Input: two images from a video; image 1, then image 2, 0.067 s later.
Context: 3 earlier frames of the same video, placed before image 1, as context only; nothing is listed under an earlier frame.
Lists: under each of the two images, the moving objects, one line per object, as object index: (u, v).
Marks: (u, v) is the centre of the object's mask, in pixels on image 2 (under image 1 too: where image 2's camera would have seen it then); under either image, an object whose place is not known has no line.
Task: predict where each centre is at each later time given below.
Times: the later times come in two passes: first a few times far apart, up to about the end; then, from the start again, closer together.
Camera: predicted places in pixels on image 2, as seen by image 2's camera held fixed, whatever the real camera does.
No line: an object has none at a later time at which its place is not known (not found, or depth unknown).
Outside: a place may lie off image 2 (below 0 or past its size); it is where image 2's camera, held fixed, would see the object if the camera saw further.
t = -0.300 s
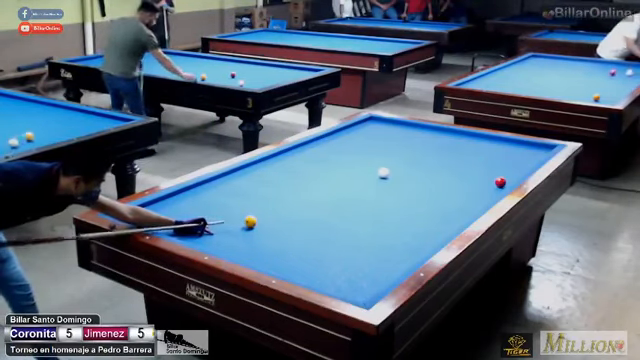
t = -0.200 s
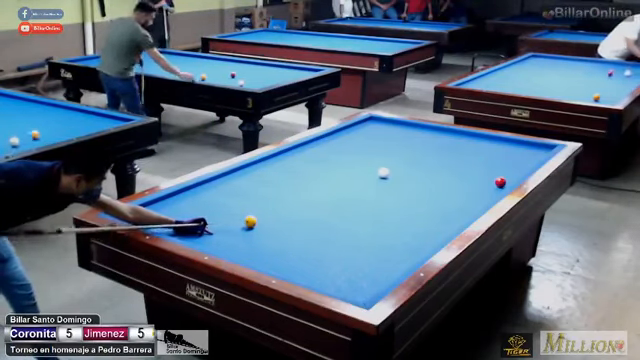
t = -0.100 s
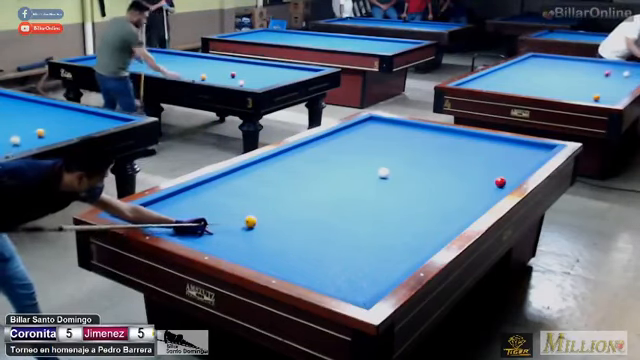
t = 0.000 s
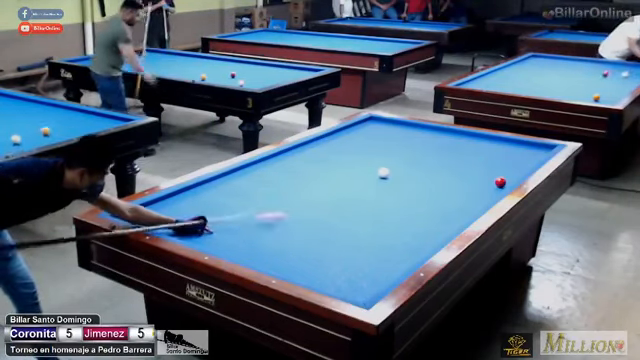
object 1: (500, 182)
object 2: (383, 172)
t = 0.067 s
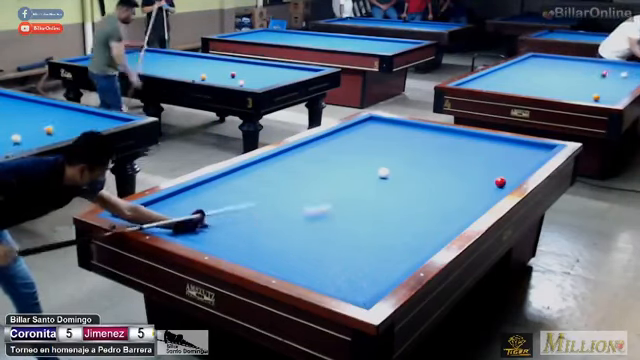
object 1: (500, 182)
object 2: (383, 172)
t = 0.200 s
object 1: (500, 182)
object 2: (383, 172)
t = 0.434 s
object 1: (506, 177)
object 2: (383, 172)
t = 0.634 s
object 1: (525, 157)
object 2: (383, 172)
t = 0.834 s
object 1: (537, 146)
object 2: (383, 172)
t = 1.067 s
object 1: (524, 155)
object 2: (383, 172)
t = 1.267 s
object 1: (513, 163)
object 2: (383, 172)
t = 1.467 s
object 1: (502, 171)
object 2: (383, 172)
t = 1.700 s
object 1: (487, 181)
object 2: (383, 172)
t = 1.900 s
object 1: (474, 191)
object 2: (383, 172)
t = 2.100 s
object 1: (459, 201)
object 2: (383, 172)
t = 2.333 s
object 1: (441, 213)
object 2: (383, 172)
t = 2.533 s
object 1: (425, 225)
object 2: (383, 172)
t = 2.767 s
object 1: (403, 240)
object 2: (384, 173)
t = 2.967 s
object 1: (383, 254)
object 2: (386, 175)
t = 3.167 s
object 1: (362, 269)
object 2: (395, 181)
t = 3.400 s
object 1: (334, 286)
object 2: (404, 187)
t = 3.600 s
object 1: (344, 281)
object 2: (411, 193)
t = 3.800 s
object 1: (356, 271)
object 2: (421, 200)
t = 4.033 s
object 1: (369, 261)
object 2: (431, 208)
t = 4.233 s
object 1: (380, 253)
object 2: (441, 215)
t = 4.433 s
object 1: (389, 246)
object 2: (450, 221)
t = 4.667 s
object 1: (400, 238)
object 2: (443, 224)
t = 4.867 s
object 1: (408, 231)
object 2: (433, 225)
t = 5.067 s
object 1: (411, 227)
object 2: (427, 225)
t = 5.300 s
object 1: (402, 221)
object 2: (434, 225)
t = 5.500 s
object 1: (394, 218)
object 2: (438, 224)
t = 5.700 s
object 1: (387, 214)
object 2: (442, 223)
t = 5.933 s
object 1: (380, 210)
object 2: (447, 222)
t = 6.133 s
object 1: (373, 207)
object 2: (449, 222)
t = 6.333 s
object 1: (368, 204)
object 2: (451, 222)
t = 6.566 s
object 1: (361, 201)
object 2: (455, 220)
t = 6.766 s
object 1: (357, 198)
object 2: (456, 220)
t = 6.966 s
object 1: (352, 196)
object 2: (457, 219)
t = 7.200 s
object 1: (348, 193)
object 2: (457, 219)
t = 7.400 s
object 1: (344, 192)
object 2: (457, 219)
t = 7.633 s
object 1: (340, 189)
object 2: (457, 219)
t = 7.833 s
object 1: (336, 187)
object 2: (457, 219)
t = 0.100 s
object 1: (500, 182)
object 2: (383, 172)
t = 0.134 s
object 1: (500, 182)
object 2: (383, 172)
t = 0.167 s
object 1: (500, 182)
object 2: (383, 172)
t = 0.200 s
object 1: (500, 182)
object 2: (383, 172)
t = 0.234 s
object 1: (500, 182)
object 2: (383, 172)
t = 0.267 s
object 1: (500, 182)
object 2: (383, 172)
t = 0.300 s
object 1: (500, 182)
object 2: (383, 172)
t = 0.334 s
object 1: (500, 182)
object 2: (383, 172)
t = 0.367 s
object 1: (500, 182)
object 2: (383, 172)
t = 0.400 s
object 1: (504, 178)
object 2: (383, 172)
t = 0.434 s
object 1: (506, 177)
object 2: (383, 172)
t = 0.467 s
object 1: (509, 173)
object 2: (383, 172)
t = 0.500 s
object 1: (513, 169)
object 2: (383, 172)
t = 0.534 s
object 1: (517, 166)
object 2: (383, 172)
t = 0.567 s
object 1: (520, 163)
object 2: (383, 172)
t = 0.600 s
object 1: (523, 160)
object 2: (383, 172)
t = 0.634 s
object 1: (525, 157)
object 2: (383, 172)
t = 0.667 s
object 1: (528, 155)
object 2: (383, 172)
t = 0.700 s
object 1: (531, 152)
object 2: (383, 172)
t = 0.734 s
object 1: (533, 149)
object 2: (383, 172)
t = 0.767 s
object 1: (535, 147)
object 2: (383, 172)
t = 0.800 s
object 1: (537, 146)
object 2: (383, 172)
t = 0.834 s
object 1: (537, 146)
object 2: (383, 172)
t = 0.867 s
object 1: (536, 146)
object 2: (383, 172)
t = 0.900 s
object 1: (534, 147)
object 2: (383, 172)
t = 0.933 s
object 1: (532, 149)
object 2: (383, 172)
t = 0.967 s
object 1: (530, 151)
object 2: (383, 172)
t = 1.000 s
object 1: (527, 153)
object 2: (383, 172)
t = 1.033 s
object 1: (526, 154)
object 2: (383, 172)
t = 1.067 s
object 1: (524, 155)
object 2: (383, 172)
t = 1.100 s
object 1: (522, 157)
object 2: (383, 172)
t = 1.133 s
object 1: (520, 158)
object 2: (383, 172)
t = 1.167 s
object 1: (518, 159)
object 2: (383, 172)
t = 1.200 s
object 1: (516, 160)
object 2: (383, 172)
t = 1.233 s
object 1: (515, 162)
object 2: (383, 172)
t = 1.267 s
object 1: (513, 163)
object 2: (383, 172)
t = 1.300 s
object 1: (511, 164)
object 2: (383, 172)
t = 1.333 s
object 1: (509, 166)
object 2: (383, 172)
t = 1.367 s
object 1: (507, 167)
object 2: (383, 172)
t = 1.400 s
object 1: (505, 168)
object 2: (383, 172)
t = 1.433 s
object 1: (504, 170)
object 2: (383, 172)
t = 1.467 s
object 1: (502, 171)
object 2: (383, 172)
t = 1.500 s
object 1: (500, 173)
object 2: (383, 172)
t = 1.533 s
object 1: (497, 174)
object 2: (383, 172)
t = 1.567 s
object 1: (495, 175)
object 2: (383, 172)
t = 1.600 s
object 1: (493, 177)
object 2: (383, 172)
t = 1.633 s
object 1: (491, 178)
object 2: (383, 172)
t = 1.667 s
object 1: (489, 180)
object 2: (383, 172)
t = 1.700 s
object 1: (487, 181)
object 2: (383, 172)
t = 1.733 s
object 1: (485, 183)
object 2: (383, 172)
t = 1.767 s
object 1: (483, 184)
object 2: (383, 172)
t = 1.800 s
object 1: (480, 186)
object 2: (383, 172)
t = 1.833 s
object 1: (478, 188)
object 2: (383, 172)
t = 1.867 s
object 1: (476, 189)
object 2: (383, 172)
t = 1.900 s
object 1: (474, 191)
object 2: (383, 172)
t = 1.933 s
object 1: (471, 192)
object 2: (383, 172)
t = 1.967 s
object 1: (469, 194)
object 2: (383, 172)
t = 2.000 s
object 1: (467, 196)
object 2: (383, 172)
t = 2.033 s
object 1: (464, 197)
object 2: (383, 172)
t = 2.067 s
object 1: (462, 199)
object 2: (383, 172)
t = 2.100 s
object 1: (459, 201)
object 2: (383, 172)
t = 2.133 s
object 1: (457, 202)
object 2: (383, 172)
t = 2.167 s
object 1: (454, 204)
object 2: (383, 172)
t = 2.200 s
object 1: (452, 206)
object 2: (383, 172)
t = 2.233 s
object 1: (449, 208)
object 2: (383, 172)
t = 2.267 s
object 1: (447, 210)
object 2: (383, 172)
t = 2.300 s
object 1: (444, 211)
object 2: (383, 172)
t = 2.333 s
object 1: (441, 213)
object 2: (383, 172)
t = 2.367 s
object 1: (439, 215)
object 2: (383, 172)
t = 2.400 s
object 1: (436, 217)
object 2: (383, 172)
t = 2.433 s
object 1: (433, 219)
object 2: (383, 172)
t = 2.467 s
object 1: (430, 221)
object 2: (383, 172)
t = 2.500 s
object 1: (427, 223)
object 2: (383, 172)
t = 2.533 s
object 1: (425, 225)
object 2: (383, 172)
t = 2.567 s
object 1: (422, 227)
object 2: (383, 172)
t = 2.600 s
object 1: (419, 229)
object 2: (383, 172)
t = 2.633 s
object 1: (416, 231)
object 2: (383, 172)
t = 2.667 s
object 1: (413, 233)
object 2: (383, 172)
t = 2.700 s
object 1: (409, 235)
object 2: (383, 172)
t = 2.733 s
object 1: (406, 238)
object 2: (384, 173)
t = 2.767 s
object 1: (403, 240)
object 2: (384, 173)
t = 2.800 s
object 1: (400, 242)
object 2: (384, 172)
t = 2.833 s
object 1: (396, 244)
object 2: (384, 172)
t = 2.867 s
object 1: (393, 246)
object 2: (383, 173)
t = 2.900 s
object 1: (390, 249)
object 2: (384, 172)
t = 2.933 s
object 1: (387, 251)
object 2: (385, 174)
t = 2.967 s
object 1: (383, 254)
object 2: (386, 175)
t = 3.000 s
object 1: (380, 256)
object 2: (388, 176)
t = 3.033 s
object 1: (376, 259)
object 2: (389, 177)
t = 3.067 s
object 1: (373, 262)
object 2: (391, 178)
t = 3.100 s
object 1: (369, 264)
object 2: (392, 179)
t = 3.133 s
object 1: (365, 266)
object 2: (393, 180)
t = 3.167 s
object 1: (362, 269)
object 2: (395, 181)
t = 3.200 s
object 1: (358, 271)
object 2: (396, 182)
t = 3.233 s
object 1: (355, 274)
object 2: (397, 182)
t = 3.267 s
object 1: (351, 277)
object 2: (398, 183)
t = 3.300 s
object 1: (347, 280)
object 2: (400, 184)
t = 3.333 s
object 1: (343, 282)
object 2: (401, 185)
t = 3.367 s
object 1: (339, 285)
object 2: (402, 186)
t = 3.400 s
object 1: (334, 286)
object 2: (404, 187)
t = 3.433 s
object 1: (332, 287)
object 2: (405, 188)
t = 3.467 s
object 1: (334, 286)
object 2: (406, 190)
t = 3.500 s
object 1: (338, 285)
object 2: (408, 191)
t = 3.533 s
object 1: (340, 285)
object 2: (409, 191)
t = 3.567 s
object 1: (342, 282)
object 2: (410, 193)
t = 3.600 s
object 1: (344, 281)
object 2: (411, 193)
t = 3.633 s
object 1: (346, 279)
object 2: (413, 195)
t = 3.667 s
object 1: (348, 277)
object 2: (415, 196)
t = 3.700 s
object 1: (351, 276)
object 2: (416, 197)
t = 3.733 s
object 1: (352, 274)
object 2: (418, 198)
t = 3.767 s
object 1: (354, 273)
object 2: (419, 200)
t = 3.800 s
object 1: (356, 271)
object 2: (421, 200)
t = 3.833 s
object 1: (358, 270)
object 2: (422, 201)
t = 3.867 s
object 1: (360, 268)
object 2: (424, 202)
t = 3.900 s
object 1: (362, 267)
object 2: (425, 204)
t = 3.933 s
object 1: (364, 265)
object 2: (426, 205)
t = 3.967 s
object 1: (366, 264)
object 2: (428, 206)
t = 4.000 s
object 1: (368, 263)
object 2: (430, 207)
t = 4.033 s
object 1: (369, 261)
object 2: (431, 208)
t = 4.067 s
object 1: (371, 260)
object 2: (433, 209)
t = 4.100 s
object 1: (373, 258)
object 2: (434, 210)
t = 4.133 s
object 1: (374, 257)
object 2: (436, 211)
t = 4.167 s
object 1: (376, 255)
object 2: (438, 213)
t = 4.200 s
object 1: (378, 254)
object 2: (439, 214)
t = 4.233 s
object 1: (380, 253)
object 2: (441, 215)
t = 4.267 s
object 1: (381, 252)
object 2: (442, 216)
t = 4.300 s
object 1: (383, 250)
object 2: (443, 217)
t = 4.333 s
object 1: (384, 249)
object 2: (445, 218)
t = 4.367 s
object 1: (386, 248)
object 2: (447, 219)
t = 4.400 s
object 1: (388, 247)
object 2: (448, 221)
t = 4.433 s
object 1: (389, 246)
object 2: (450, 221)
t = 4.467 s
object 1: (391, 245)
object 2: (451, 222)
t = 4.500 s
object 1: (392, 244)
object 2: (451, 223)
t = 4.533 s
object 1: (394, 243)
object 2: (450, 223)
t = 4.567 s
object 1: (395, 241)
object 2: (448, 224)
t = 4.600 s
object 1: (397, 240)
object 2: (447, 224)
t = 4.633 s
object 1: (398, 239)
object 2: (445, 224)
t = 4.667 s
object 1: (400, 238)
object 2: (443, 224)
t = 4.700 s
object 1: (401, 237)
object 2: (441, 224)
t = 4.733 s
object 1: (403, 236)
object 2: (439, 225)
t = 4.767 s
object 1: (404, 235)
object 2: (437, 225)
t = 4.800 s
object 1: (405, 234)
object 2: (436, 225)
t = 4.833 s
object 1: (407, 232)
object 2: (435, 225)
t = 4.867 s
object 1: (408, 231)
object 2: (433, 225)
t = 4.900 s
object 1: (409, 230)
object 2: (431, 225)
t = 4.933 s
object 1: (411, 229)
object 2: (428, 226)
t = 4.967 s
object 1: (412, 228)
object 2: (428, 225)
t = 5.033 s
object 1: (413, 227)
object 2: (426, 225)
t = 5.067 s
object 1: (411, 227)
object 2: (427, 225)
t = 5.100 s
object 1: (410, 226)
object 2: (428, 225)
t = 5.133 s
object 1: (408, 225)
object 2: (429, 225)
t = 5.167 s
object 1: (407, 224)
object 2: (430, 225)
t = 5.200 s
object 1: (405, 224)
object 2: (431, 225)
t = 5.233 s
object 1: (404, 223)
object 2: (432, 225)
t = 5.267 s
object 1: (403, 222)
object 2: (433, 225)
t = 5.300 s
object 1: (402, 221)
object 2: (434, 225)
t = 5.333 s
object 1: (400, 221)
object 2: (434, 225)
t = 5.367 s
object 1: (399, 220)
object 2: (435, 224)
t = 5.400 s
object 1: (398, 220)
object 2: (436, 224)
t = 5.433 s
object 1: (397, 219)
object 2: (437, 224)
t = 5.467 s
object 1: (395, 218)
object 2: (437, 224)
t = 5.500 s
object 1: (394, 218)
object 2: (438, 224)
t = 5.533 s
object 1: (393, 217)
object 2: (439, 224)
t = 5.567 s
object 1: (392, 216)
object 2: (439, 223)
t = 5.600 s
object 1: (391, 216)
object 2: (440, 223)
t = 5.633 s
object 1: (389, 215)
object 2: (441, 223)
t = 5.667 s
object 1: (388, 215)
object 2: (441, 223)
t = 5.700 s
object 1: (387, 214)
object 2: (442, 223)
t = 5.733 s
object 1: (386, 214)
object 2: (442, 223)
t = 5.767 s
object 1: (385, 213)
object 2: (443, 223)
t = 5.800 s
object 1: (384, 213)
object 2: (444, 223)
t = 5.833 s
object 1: (383, 212)
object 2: (444, 222)
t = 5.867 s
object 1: (382, 212)
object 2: (445, 222)
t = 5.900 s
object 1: (381, 211)
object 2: (446, 223)
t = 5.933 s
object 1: (380, 210)
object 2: (447, 222)
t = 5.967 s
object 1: (379, 210)
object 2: (447, 222)
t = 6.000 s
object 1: (377, 209)
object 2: (447, 222)
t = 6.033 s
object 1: (376, 209)
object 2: (448, 222)
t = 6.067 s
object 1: (375, 208)
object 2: (448, 222)
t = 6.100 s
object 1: (374, 207)
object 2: (449, 222)
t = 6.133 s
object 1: (373, 207)
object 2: (449, 222)
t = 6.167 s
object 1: (372, 206)
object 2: (450, 222)
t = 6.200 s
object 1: (372, 206)
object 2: (450, 222)
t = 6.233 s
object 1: (371, 206)
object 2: (451, 222)
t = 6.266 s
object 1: (369, 205)
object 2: (451, 222)
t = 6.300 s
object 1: (369, 205)
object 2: (452, 222)
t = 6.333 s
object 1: (368, 204)
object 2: (451, 222)
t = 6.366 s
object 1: (367, 204)
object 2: (453, 221)
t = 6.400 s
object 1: (366, 204)
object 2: (453, 221)
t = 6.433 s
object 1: (365, 203)
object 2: (453, 221)
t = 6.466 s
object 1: (364, 202)
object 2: (453, 221)
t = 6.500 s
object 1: (363, 202)
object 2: (454, 221)
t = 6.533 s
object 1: (362, 202)
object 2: (454, 220)
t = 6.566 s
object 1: (361, 201)
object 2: (455, 220)
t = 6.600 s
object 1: (361, 200)
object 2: (455, 220)
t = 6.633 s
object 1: (360, 200)
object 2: (455, 220)
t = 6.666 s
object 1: (359, 200)
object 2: (456, 220)
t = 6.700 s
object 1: (358, 199)
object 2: (456, 220)
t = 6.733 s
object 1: (357, 199)
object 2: (456, 220)
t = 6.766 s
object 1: (357, 198)
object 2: (456, 220)
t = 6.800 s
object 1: (356, 198)
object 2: (456, 220)
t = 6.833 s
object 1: (355, 198)
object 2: (456, 220)
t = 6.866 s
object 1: (355, 197)
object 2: (456, 220)
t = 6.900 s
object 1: (354, 197)
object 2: (456, 220)
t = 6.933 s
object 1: (353, 197)
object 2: (457, 219)
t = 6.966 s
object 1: (352, 196)
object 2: (457, 219)
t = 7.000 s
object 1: (351, 196)
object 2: (457, 219)
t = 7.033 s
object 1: (351, 196)
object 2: (457, 219)
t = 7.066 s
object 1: (350, 195)
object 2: (457, 219)
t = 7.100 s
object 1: (350, 195)
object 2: (456, 219)
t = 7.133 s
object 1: (349, 194)
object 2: (457, 219)
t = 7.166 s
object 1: (348, 194)
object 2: (457, 219)
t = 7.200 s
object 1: (348, 193)
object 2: (457, 219)
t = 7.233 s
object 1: (347, 193)
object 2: (457, 219)
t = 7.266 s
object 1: (346, 193)
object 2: (457, 219)
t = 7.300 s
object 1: (345, 193)
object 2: (457, 219)
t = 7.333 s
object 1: (345, 192)
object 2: (457, 219)
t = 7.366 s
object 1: (344, 192)
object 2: (457, 219)
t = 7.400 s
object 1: (344, 192)
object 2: (457, 219)
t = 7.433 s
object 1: (343, 191)
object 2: (457, 219)
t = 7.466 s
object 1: (343, 191)
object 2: (457, 219)
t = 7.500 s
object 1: (342, 190)
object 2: (457, 219)
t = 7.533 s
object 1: (341, 190)
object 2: (457, 219)
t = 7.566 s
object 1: (341, 190)
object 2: (457, 219)
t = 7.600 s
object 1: (340, 190)
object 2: (457, 219)
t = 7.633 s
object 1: (340, 189)
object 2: (457, 219)
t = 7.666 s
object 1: (339, 189)
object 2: (457, 219)
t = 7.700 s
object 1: (338, 189)
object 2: (457, 219)
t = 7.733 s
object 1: (338, 188)
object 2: (457, 219)
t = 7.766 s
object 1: (337, 188)
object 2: (457, 219)
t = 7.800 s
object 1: (337, 187)
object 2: (457, 219)
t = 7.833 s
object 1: (336, 187)
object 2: (457, 219)
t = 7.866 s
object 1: (336, 187)
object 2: (457, 219)
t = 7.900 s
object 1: (335, 187)
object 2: (457, 219)
